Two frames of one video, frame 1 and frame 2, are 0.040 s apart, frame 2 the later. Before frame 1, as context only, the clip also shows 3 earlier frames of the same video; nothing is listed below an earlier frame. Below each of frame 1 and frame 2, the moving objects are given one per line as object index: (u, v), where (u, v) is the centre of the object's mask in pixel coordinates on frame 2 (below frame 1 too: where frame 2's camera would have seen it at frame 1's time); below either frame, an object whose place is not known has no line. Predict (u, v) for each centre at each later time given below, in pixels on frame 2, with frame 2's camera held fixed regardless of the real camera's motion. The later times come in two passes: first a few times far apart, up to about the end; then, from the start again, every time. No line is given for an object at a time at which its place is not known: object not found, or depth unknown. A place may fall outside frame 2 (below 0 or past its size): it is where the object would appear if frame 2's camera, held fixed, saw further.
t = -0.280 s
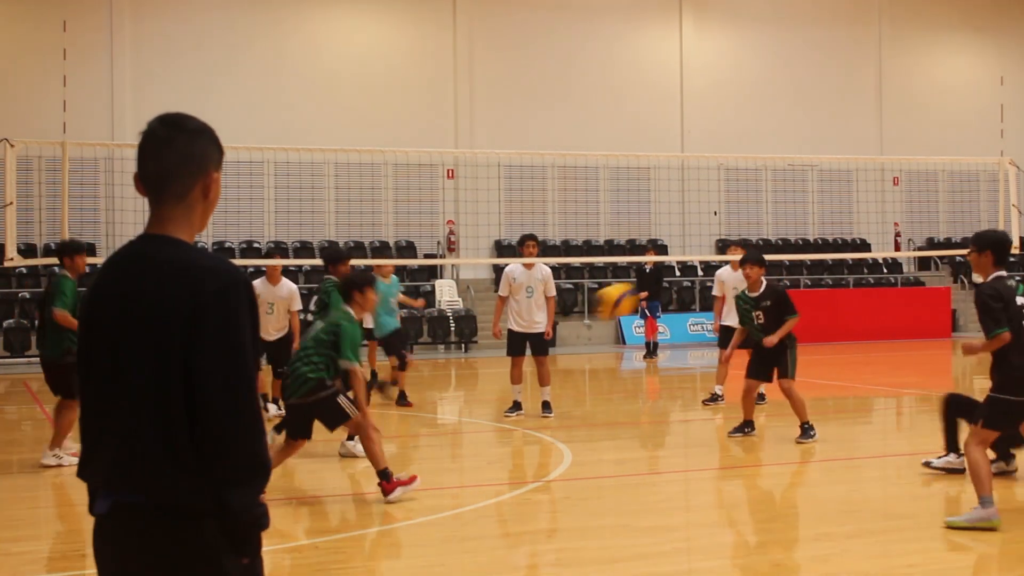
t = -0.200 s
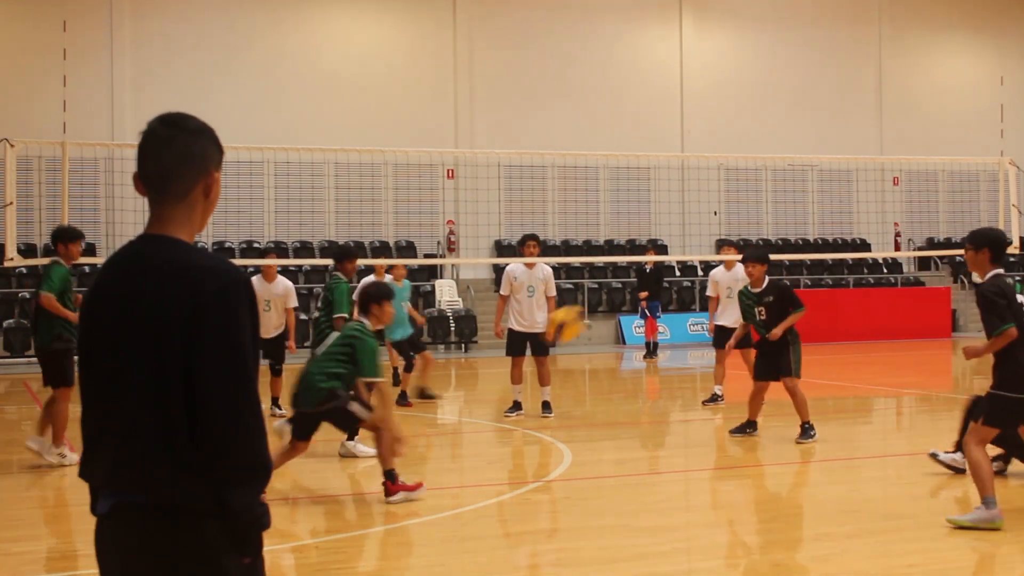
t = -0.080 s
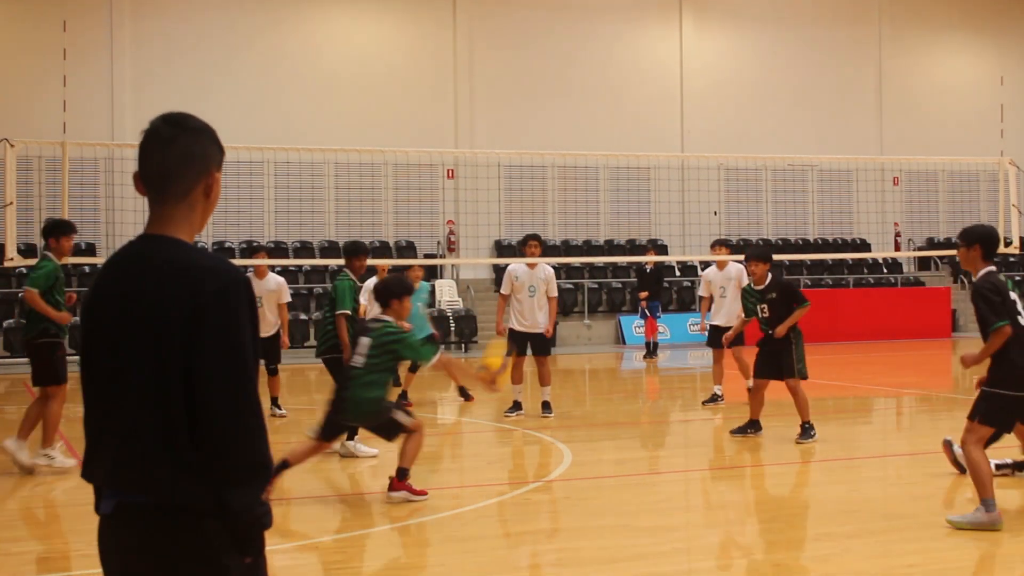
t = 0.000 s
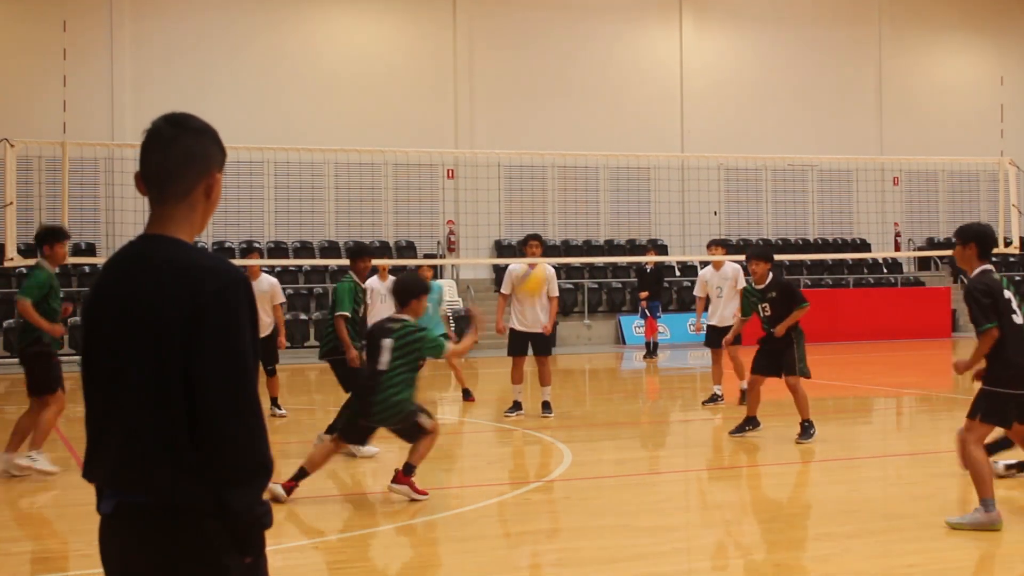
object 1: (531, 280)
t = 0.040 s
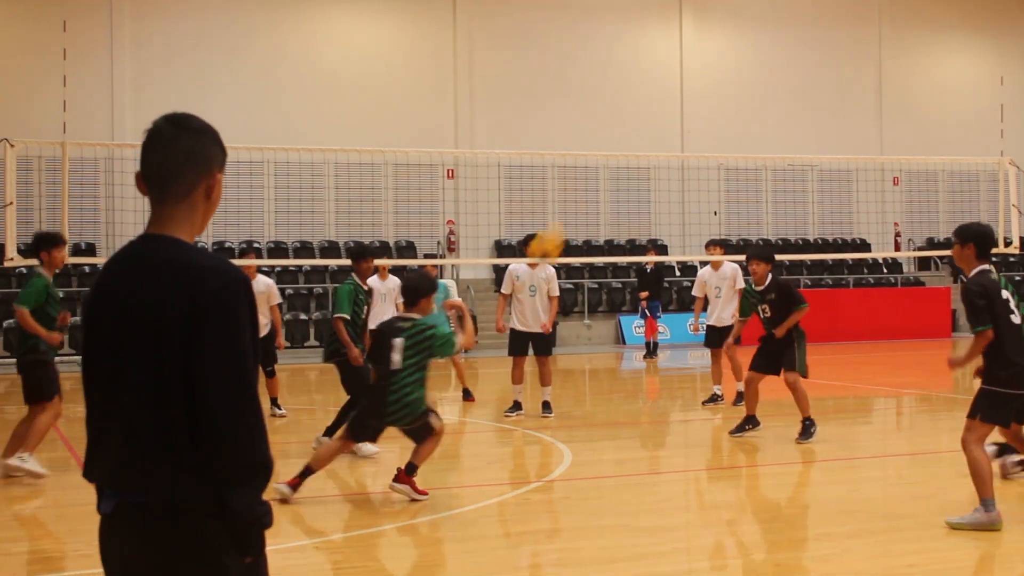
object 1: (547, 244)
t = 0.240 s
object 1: (619, 114)
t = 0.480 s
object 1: (684, 45)
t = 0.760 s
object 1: (740, 53)
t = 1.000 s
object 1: (779, 119)
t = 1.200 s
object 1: (807, 203)
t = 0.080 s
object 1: (564, 212)
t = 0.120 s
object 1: (578, 184)
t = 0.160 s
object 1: (593, 156)
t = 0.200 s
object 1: (607, 133)
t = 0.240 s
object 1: (619, 114)
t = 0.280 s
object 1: (632, 96)
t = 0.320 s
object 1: (643, 81)
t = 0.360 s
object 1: (654, 68)
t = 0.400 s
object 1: (664, 58)
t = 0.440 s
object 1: (675, 50)
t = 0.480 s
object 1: (684, 45)
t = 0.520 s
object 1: (693, 40)
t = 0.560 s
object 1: (702, 38)
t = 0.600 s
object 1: (710, 38)
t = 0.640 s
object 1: (718, 40)
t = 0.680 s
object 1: (726, 42)
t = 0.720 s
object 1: (733, 47)
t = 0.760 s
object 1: (740, 53)
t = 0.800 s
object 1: (747, 61)
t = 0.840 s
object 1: (754, 70)
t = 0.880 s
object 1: (760, 79)
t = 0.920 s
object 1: (767, 92)
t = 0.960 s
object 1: (773, 104)
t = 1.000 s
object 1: (779, 119)
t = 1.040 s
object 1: (785, 133)
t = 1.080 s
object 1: (790, 146)
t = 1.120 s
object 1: (795, 169)
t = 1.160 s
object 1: (801, 183)
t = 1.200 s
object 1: (807, 203)
